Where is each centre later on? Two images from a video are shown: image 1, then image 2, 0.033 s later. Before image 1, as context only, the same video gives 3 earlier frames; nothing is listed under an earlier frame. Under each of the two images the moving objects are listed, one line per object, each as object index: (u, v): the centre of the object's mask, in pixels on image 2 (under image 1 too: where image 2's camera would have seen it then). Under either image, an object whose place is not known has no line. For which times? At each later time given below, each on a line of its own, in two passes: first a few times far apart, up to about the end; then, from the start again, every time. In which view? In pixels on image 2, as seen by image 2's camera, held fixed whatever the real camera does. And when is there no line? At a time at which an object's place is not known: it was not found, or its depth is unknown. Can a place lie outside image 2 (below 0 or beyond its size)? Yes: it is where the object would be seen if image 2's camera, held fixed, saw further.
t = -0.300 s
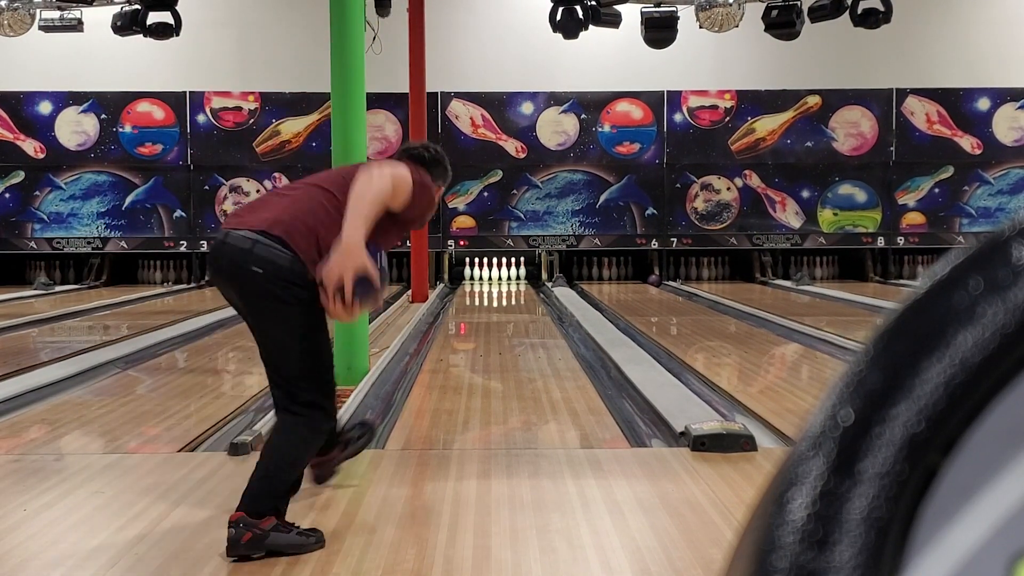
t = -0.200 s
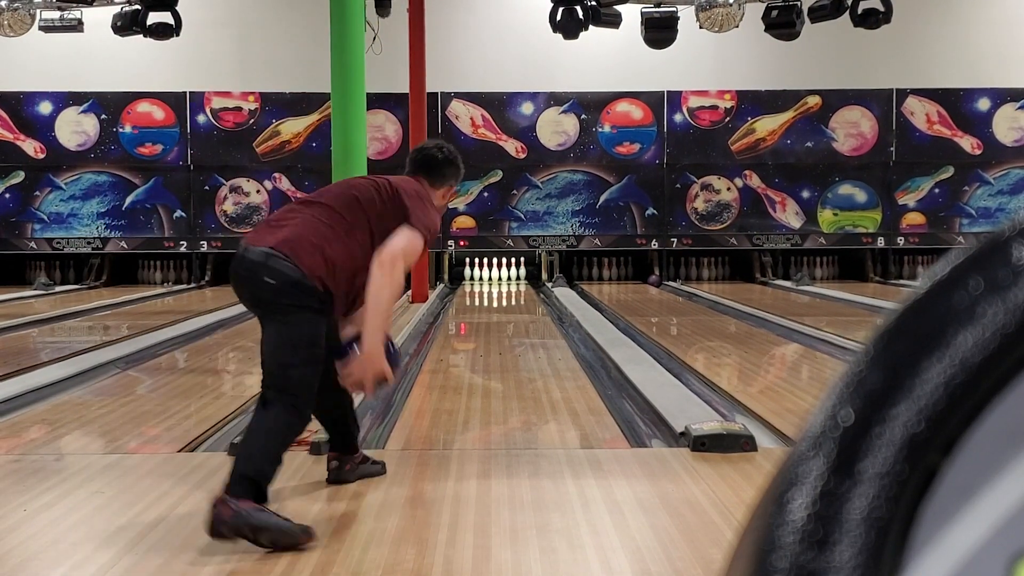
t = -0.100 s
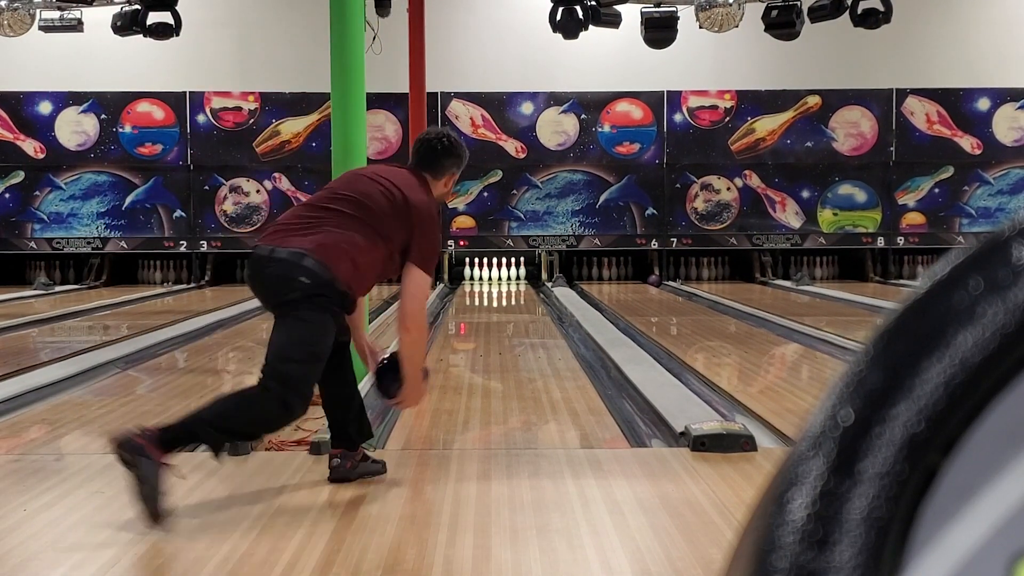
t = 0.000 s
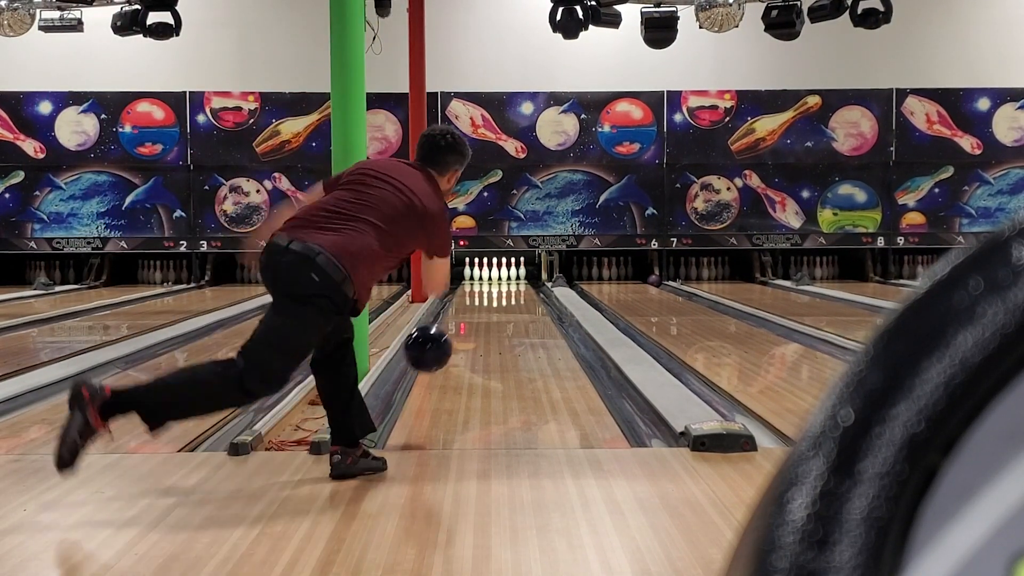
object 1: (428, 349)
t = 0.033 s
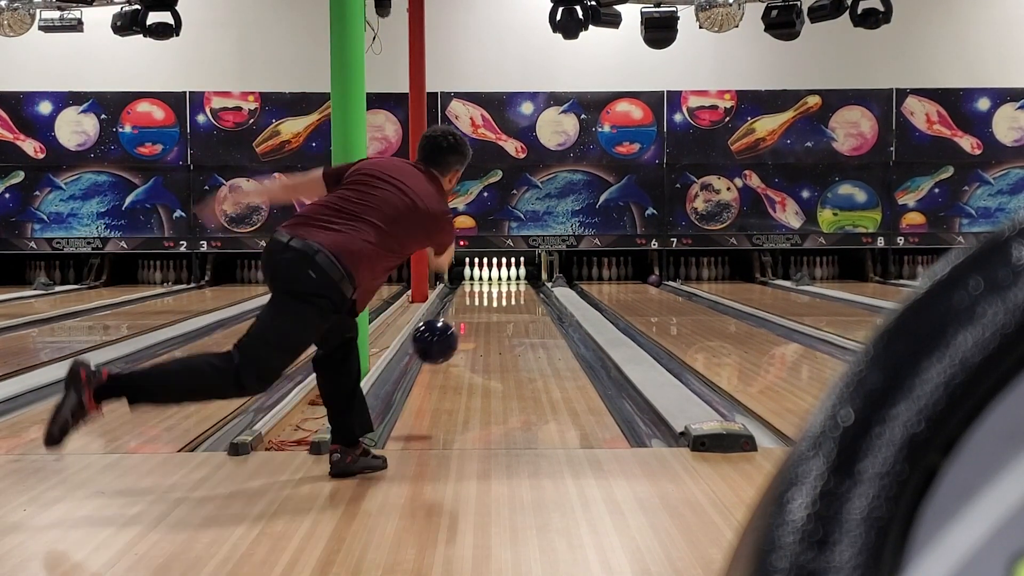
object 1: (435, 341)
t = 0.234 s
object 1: (468, 347)
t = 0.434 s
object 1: (489, 345)
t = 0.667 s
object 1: (506, 328)
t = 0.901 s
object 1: (516, 314)
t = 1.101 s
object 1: (519, 305)
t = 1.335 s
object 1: (521, 296)
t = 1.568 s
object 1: (521, 290)
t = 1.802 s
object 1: (517, 284)
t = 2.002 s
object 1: (511, 280)
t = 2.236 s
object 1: (499, 276)
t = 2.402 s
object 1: (495, 275)
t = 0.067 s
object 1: (441, 337)
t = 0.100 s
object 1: (447, 335)
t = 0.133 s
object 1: (453, 335)
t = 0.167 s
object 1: (458, 337)
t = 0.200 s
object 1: (463, 341)
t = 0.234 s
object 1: (468, 347)
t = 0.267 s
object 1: (472, 354)
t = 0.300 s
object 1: (476, 363)
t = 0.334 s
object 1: (480, 356)
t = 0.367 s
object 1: (483, 351)
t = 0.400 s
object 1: (486, 347)
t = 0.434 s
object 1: (489, 345)
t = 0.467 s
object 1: (492, 345)
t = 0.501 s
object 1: (495, 341)
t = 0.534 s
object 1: (498, 339)
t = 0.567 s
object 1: (500, 336)
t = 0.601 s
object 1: (502, 333)
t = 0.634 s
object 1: (504, 330)
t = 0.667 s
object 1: (506, 328)
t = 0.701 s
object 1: (508, 325)
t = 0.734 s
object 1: (509, 323)
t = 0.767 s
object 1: (511, 321)
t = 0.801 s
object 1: (512, 319)
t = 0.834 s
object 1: (513, 318)
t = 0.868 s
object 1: (515, 316)
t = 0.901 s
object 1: (516, 314)
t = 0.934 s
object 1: (516, 312)
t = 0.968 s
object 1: (517, 311)
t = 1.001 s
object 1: (518, 309)
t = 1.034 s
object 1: (518, 308)
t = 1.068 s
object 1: (519, 307)
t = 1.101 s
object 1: (519, 305)
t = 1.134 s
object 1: (520, 304)
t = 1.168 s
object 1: (520, 302)
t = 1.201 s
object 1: (521, 301)
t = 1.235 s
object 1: (521, 300)
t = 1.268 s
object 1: (521, 299)
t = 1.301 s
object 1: (521, 297)
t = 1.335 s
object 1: (521, 296)
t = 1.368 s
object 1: (521, 295)
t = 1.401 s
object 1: (521, 294)
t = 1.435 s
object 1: (521, 293)
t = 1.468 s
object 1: (521, 292)
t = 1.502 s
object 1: (521, 292)
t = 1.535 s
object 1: (521, 291)
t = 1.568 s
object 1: (521, 290)
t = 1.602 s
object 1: (520, 289)
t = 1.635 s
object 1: (520, 288)
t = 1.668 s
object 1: (519, 287)
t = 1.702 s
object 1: (519, 286)
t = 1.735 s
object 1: (518, 285)
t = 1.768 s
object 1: (517, 285)
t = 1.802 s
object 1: (517, 284)
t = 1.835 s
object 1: (516, 283)
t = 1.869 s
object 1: (515, 282)
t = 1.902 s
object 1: (514, 281)
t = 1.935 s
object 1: (513, 281)
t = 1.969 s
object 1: (512, 280)
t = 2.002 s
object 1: (511, 280)
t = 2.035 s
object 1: (509, 279)
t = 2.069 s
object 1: (507, 279)
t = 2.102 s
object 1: (505, 278)
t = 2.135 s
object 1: (504, 278)
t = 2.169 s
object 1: (503, 277)
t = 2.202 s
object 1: (501, 277)
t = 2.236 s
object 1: (499, 276)
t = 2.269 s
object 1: (498, 276)
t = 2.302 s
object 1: (498, 275)
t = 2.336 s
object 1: (497, 275)
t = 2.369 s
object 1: (496, 275)
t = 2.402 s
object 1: (495, 275)
